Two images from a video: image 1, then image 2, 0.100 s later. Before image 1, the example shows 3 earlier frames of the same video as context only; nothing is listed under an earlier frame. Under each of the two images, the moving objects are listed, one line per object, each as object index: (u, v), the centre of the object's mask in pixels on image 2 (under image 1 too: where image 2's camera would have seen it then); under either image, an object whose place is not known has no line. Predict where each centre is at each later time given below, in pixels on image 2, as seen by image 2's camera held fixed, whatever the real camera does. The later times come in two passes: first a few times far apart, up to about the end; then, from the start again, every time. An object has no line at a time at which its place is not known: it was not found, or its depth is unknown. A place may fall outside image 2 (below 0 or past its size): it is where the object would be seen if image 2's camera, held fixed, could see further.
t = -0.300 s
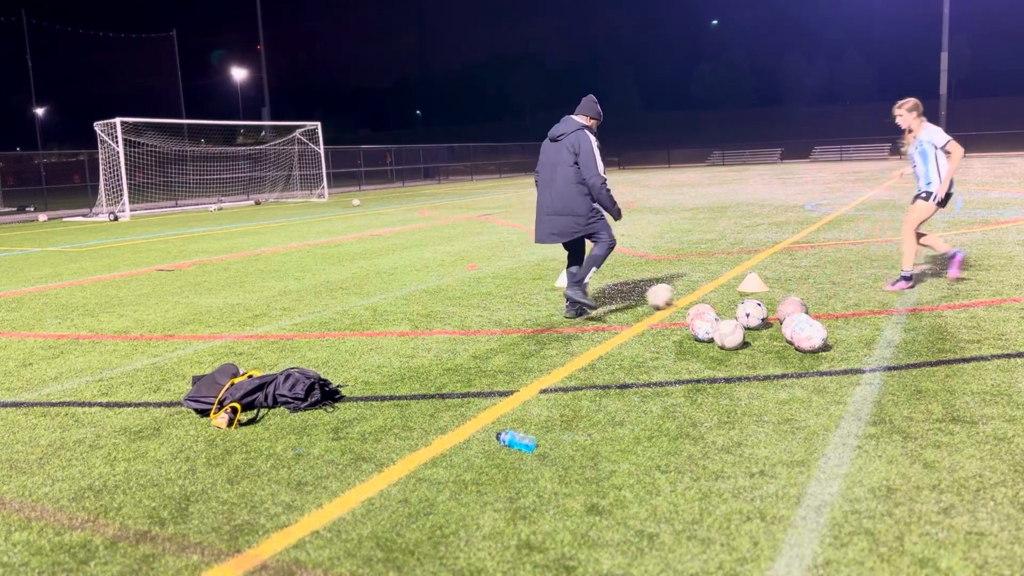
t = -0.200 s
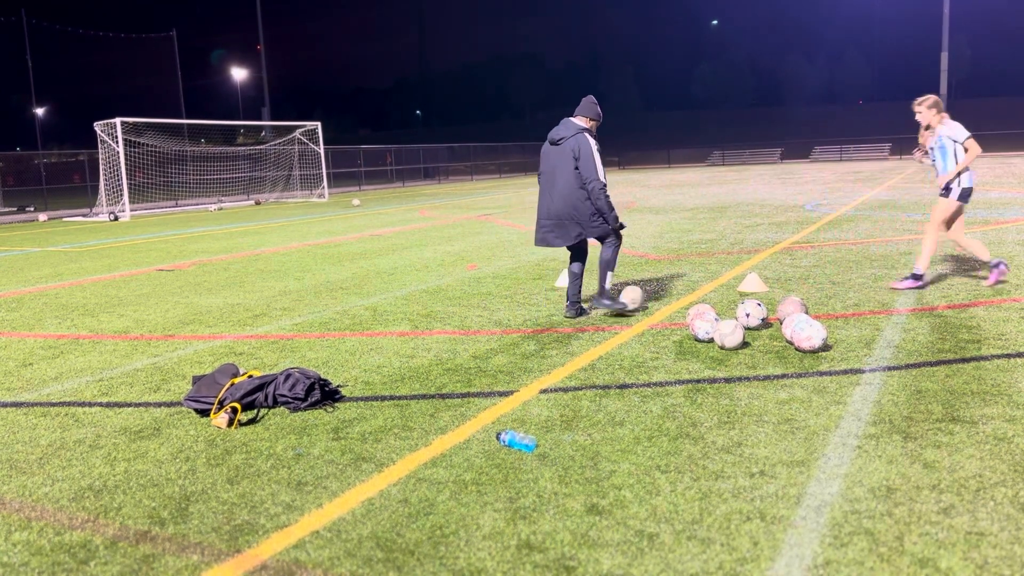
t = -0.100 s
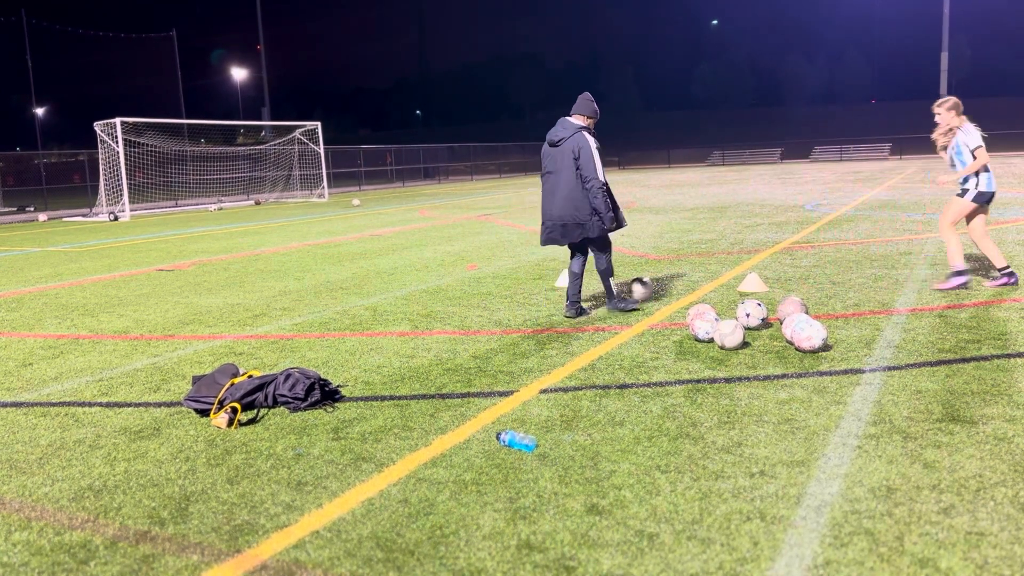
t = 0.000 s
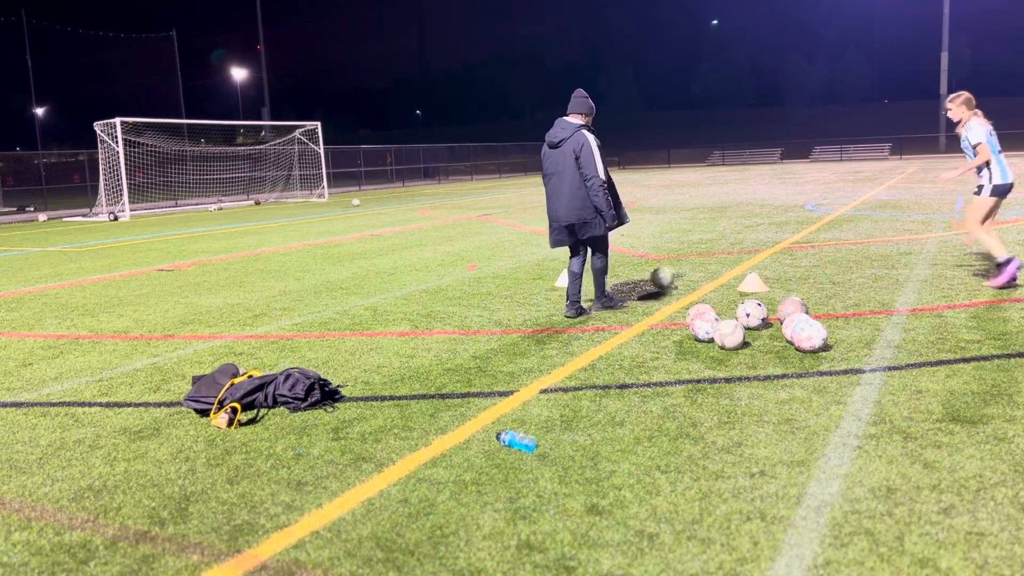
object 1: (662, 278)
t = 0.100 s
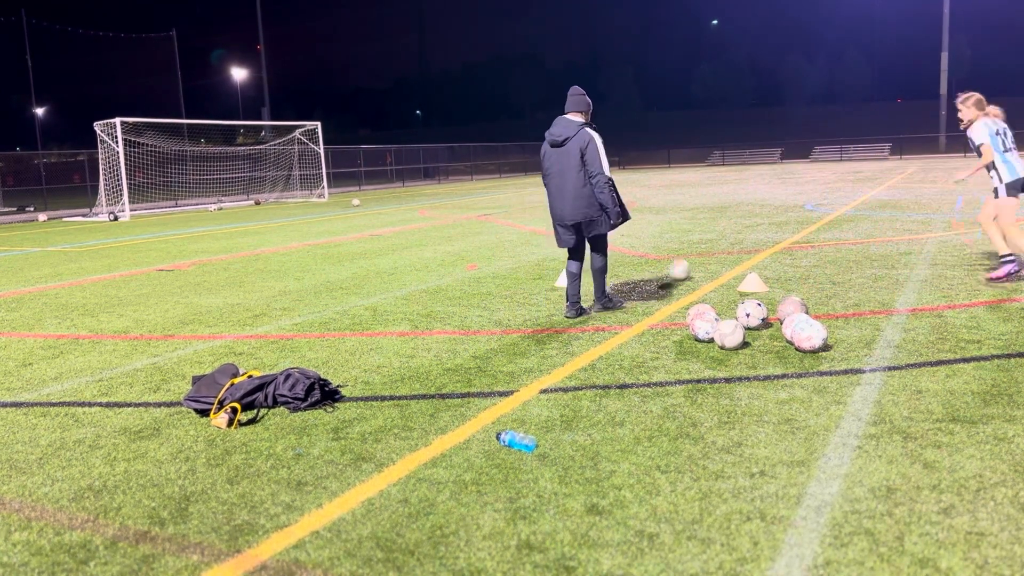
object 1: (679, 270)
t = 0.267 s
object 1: (699, 258)
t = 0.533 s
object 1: (717, 247)
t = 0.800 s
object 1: (726, 239)
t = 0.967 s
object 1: (731, 235)
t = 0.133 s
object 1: (684, 266)
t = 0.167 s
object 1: (689, 264)
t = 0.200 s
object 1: (693, 262)
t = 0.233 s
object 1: (696, 260)
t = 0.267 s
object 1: (699, 258)
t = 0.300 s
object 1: (702, 256)
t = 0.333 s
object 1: (706, 254)
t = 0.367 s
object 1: (708, 253)
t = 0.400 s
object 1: (710, 251)
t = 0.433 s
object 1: (712, 249)
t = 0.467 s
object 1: (714, 248)
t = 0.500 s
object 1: (716, 247)
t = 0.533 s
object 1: (717, 247)
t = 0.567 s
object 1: (718, 245)
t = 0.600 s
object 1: (720, 244)
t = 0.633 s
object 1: (722, 243)
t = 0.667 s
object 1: (723, 243)
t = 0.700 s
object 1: (724, 242)
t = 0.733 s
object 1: (725, 241)
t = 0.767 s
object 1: (725, 240)
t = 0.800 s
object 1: (726, 239)
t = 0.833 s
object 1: (727, 238)
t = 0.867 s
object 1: (728, 238)
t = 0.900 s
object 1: (729, 237)
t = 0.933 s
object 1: (730, 235)
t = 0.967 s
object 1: (731, 235)
